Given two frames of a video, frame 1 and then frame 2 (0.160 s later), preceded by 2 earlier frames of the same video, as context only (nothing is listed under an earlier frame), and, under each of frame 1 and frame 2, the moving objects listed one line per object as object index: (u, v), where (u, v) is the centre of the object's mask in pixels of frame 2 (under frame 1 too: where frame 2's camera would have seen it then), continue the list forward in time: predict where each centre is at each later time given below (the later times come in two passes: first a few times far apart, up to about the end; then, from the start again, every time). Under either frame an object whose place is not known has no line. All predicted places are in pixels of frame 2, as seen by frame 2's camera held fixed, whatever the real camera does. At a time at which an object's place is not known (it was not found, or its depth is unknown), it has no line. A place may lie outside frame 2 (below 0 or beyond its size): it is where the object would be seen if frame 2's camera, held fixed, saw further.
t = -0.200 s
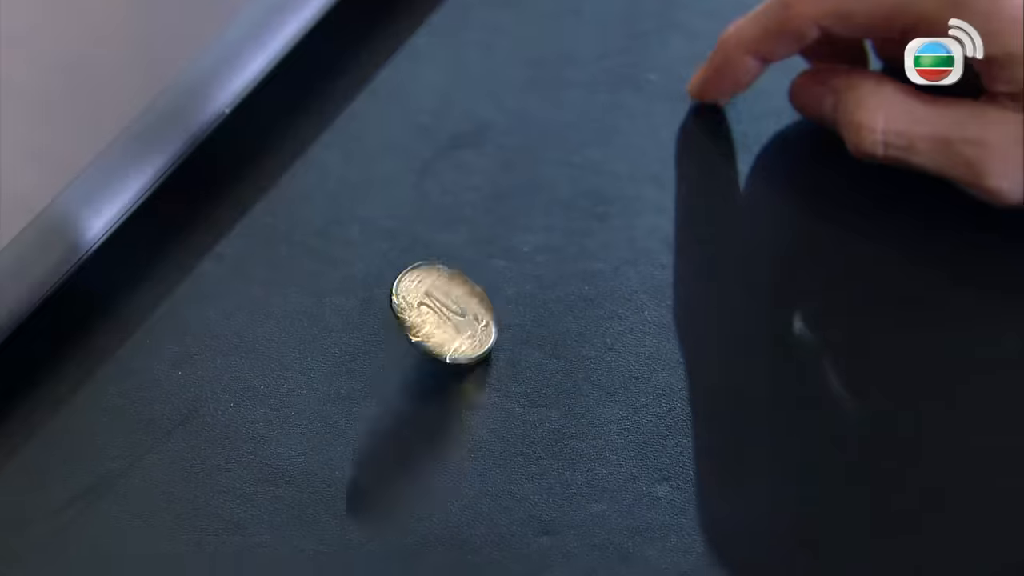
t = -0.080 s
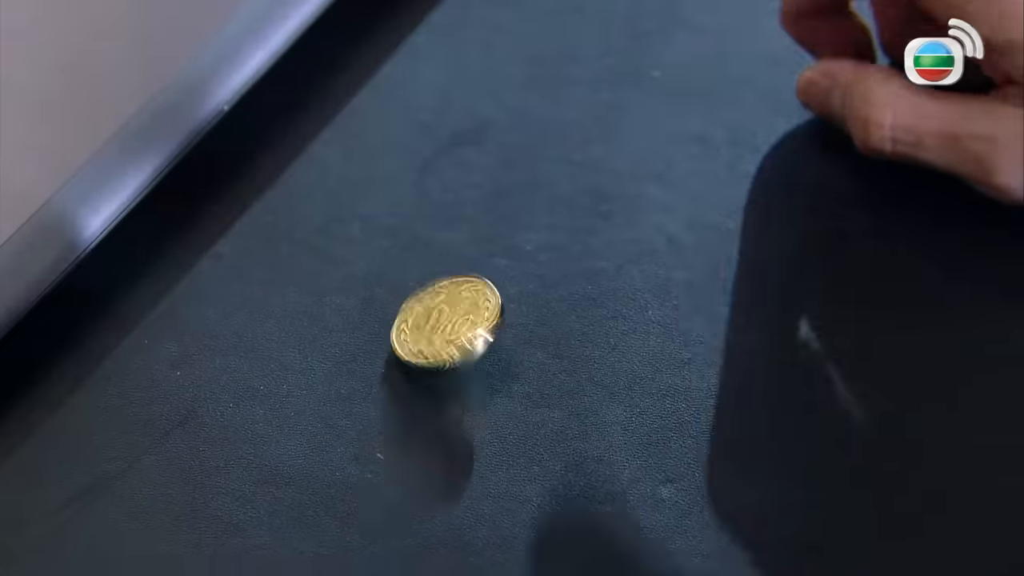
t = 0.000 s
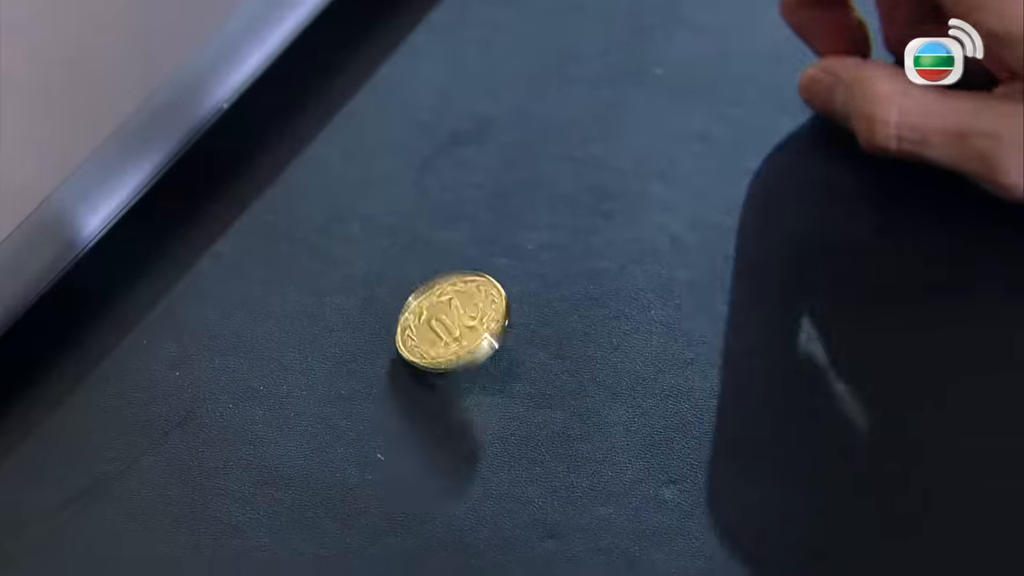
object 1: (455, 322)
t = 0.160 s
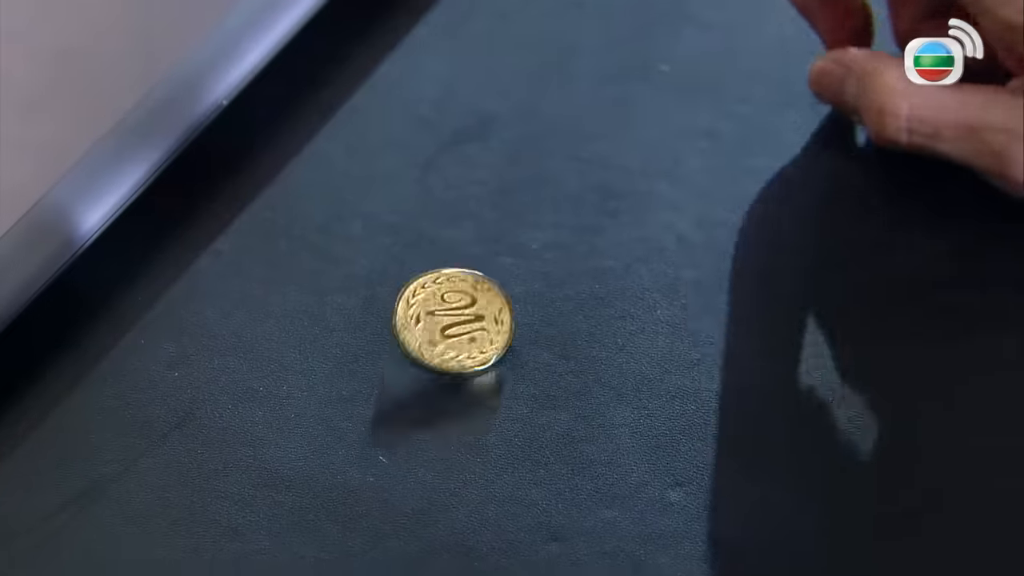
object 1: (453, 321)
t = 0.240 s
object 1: (453, 324)
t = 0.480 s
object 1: (452, 331)
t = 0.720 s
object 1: (452, 338)
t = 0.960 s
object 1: (452, 339)
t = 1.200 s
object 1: (452, 339)
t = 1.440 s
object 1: (452, 339)
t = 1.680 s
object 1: (452, 339)
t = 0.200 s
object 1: (453, 323)
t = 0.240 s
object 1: (453, 324)
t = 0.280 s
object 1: (452, 326)
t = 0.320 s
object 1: (453, 326)
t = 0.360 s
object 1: (454, 329)
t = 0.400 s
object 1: (453, 329)
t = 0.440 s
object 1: (452, 329)
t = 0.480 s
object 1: (452, 331)
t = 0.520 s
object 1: (452, 331)
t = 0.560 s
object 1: (452, 333)
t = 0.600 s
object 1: (453, 334)
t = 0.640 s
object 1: (453, 335)
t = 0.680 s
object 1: (452, 337)
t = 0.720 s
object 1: (452, 338)
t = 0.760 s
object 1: (452, 338)
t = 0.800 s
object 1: (452, 339)
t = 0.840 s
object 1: (452, 339)
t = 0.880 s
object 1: (452, 339)
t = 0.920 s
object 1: (452, 339)
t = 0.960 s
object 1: (452, 339)
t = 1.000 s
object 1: (452, 339)
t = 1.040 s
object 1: (452, 339)
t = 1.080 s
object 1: (452, 339)
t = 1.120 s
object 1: (452, 339)
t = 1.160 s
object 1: (452, 339)
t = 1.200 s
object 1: (452, 339)
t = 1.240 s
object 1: (452, 339)
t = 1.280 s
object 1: (452, 339)
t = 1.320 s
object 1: (452, 339)
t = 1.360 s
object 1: (452, 339)
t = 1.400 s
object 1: (452, 339)
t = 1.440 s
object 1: (452, 339)
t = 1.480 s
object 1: (452, 339)
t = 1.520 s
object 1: (452, 339)
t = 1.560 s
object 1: (452, 339)
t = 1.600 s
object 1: (452, 339)
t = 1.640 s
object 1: (452, 339)
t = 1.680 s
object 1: (452, 339)
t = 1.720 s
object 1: (452, 339)
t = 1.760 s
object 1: (452, 339)
